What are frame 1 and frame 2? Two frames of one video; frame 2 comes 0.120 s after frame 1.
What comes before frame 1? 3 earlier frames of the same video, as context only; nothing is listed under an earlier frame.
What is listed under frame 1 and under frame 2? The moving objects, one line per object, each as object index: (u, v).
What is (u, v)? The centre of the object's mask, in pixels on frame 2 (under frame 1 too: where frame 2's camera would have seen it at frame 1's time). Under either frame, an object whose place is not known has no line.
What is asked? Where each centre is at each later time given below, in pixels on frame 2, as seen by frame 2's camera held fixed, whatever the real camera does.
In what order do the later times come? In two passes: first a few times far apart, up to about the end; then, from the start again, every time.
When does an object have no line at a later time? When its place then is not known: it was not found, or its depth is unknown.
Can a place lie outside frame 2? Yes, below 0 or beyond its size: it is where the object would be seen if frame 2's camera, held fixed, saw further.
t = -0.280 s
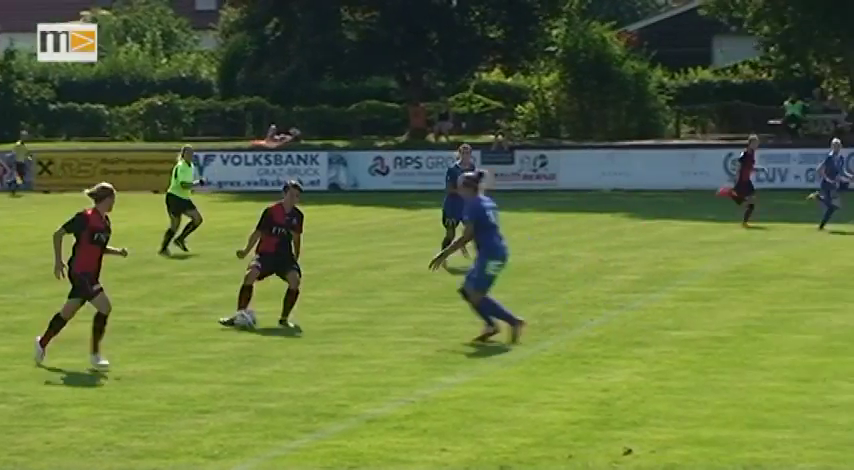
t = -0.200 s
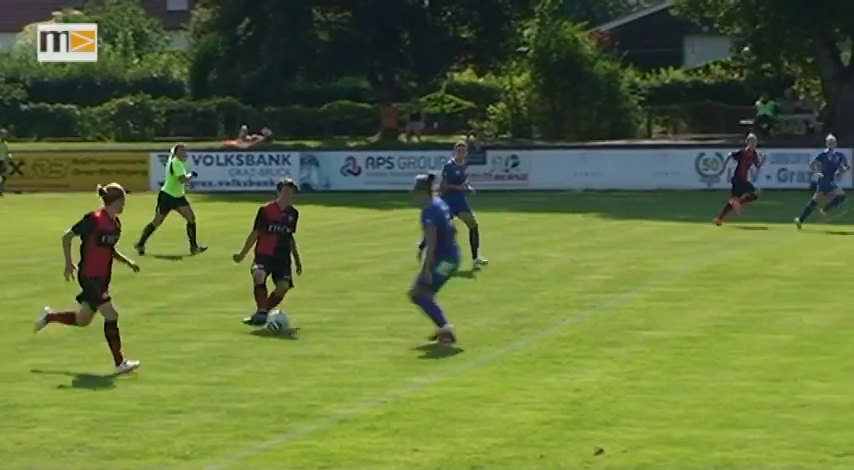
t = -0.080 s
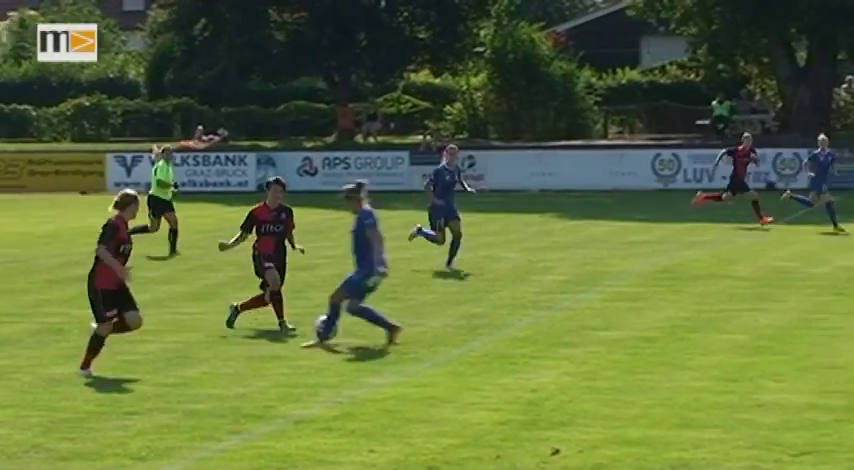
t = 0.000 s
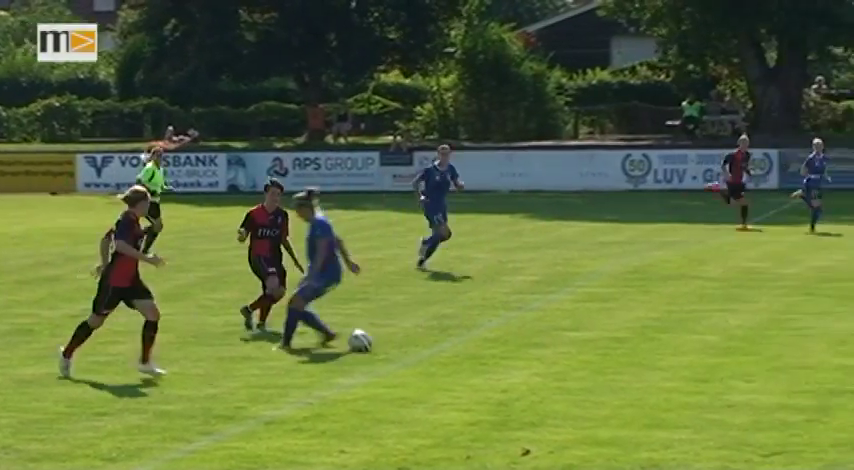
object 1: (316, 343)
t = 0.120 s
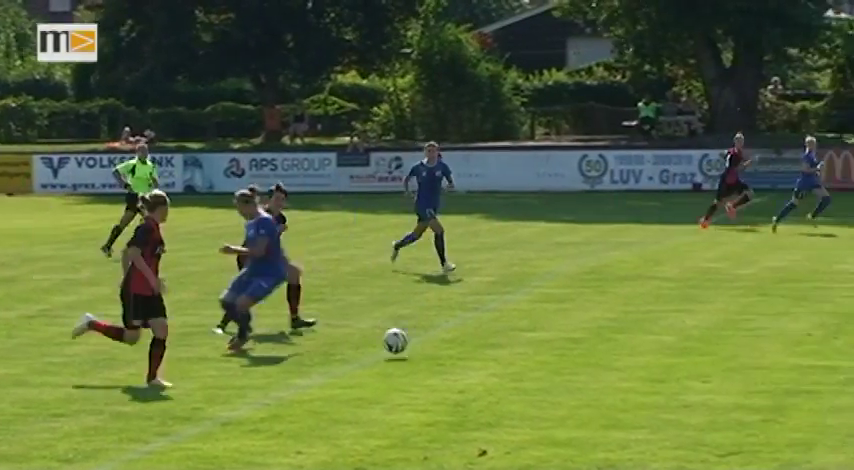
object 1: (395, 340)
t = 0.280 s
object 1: (502, 358)
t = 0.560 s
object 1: (686, 373)
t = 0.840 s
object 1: (877, 393)
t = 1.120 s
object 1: (1080, 418)
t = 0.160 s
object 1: (421, 342)
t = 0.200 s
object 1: (448, 346)
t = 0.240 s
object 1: (475, 353)
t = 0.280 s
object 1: (502, 358)
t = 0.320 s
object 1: (528, 359)
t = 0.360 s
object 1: (554, 359)
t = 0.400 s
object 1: (580, 362)
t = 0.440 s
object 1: (607, 365)
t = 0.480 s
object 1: (634, 369)
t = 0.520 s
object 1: (660, 372)
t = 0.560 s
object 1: (686, 373)
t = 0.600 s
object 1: (712, 375)
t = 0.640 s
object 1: (739, 378)
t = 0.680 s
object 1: (767, 382)
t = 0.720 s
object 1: (794, 386)
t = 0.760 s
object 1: (822, 389)
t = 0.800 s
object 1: (850, 391)
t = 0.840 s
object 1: (877, 393)
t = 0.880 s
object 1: (905, 395)
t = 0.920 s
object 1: (933, 400)
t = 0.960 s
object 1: (963, 404)
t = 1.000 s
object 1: (992, 407)
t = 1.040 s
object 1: (1021, 410)
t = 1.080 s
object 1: (1050, 414)
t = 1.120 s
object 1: (1080, 418)
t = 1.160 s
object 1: (1110, 422)
